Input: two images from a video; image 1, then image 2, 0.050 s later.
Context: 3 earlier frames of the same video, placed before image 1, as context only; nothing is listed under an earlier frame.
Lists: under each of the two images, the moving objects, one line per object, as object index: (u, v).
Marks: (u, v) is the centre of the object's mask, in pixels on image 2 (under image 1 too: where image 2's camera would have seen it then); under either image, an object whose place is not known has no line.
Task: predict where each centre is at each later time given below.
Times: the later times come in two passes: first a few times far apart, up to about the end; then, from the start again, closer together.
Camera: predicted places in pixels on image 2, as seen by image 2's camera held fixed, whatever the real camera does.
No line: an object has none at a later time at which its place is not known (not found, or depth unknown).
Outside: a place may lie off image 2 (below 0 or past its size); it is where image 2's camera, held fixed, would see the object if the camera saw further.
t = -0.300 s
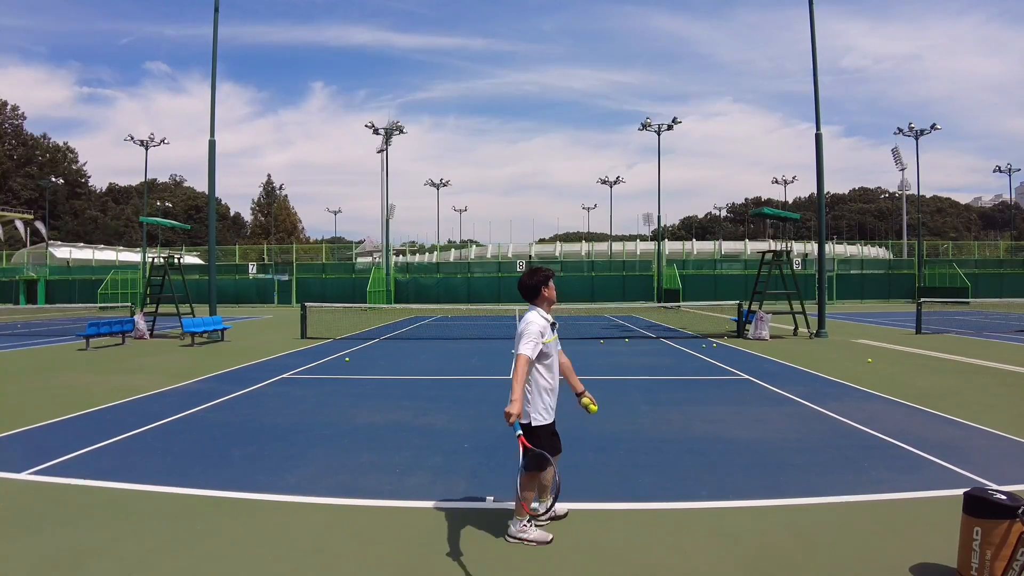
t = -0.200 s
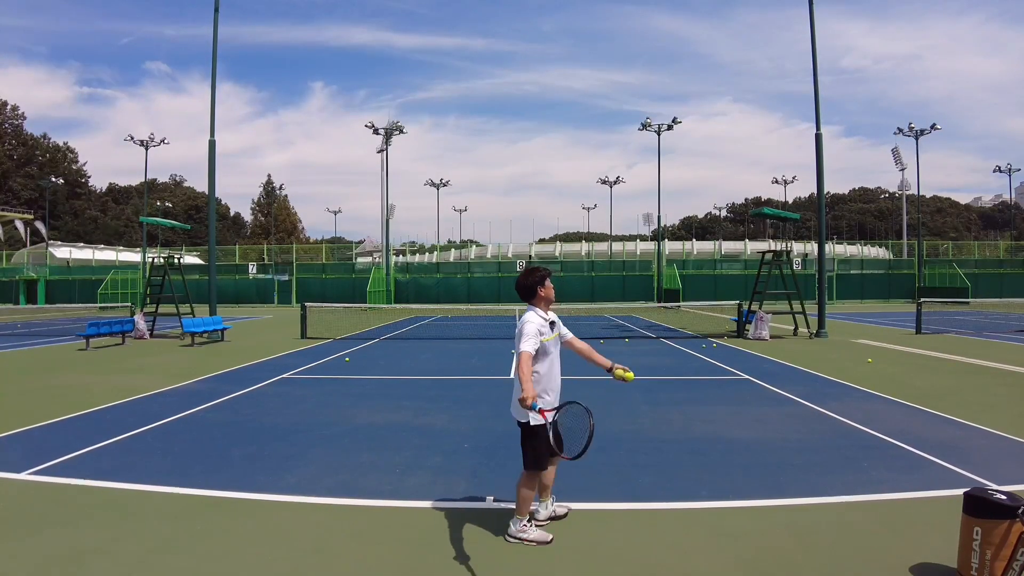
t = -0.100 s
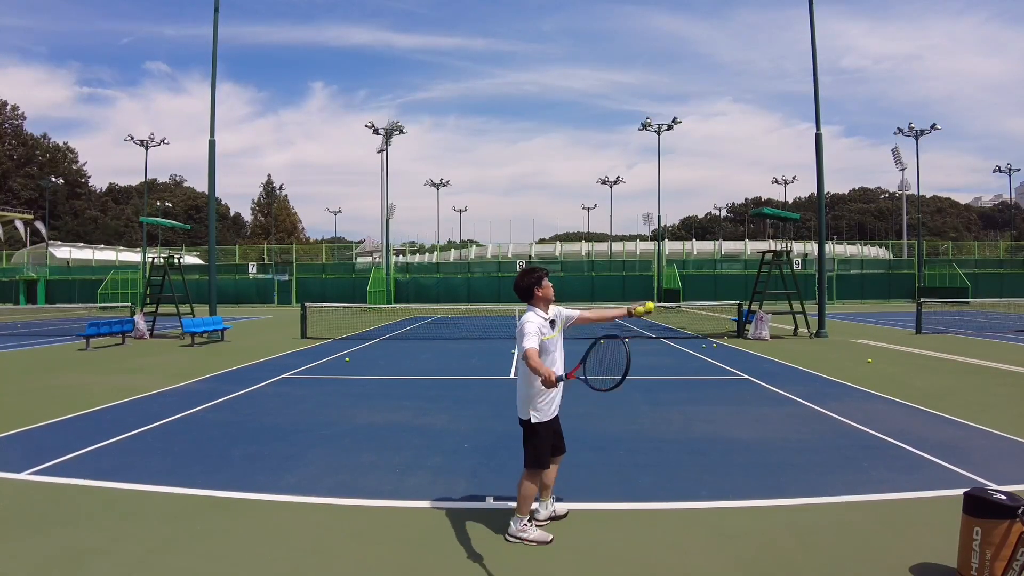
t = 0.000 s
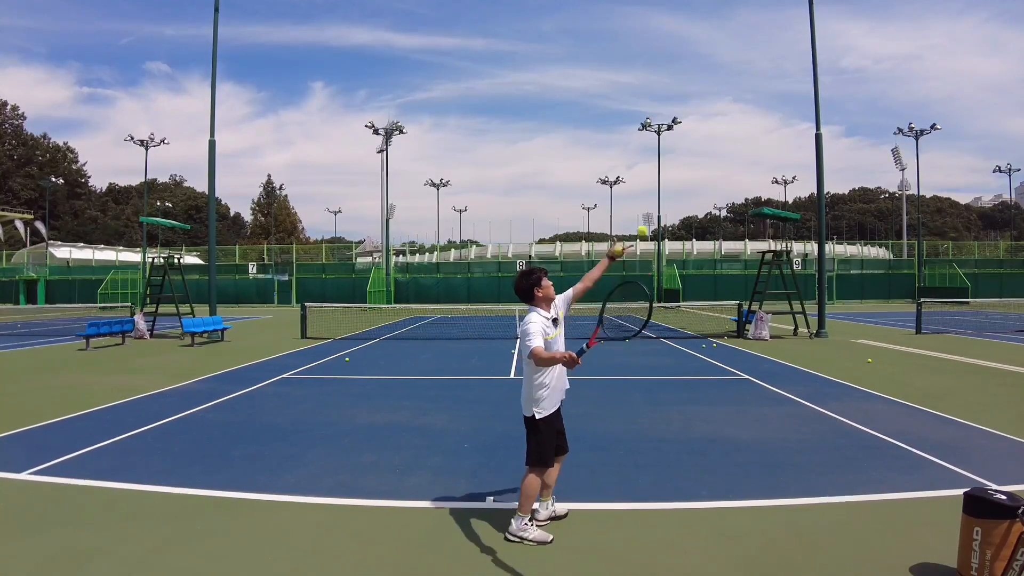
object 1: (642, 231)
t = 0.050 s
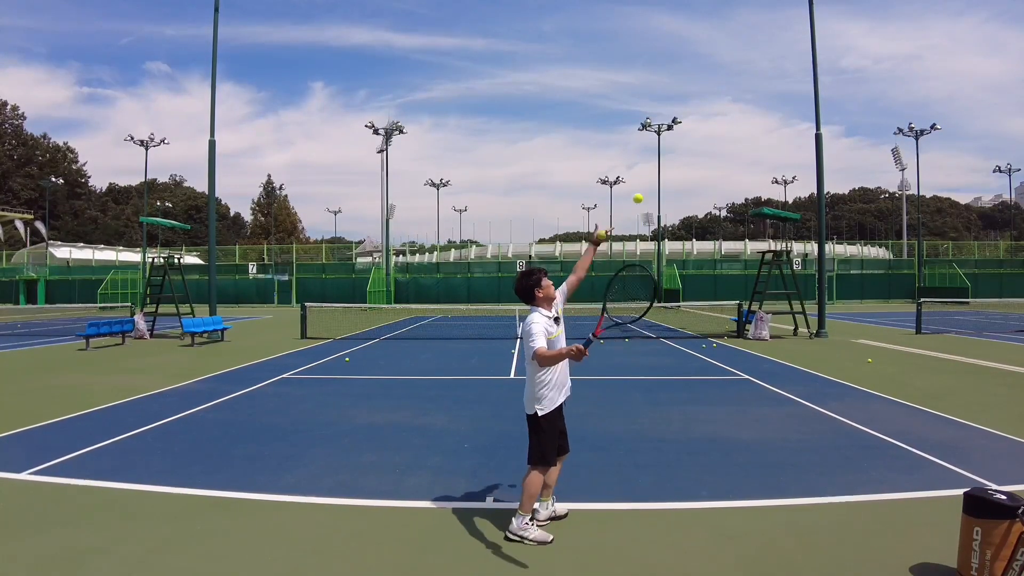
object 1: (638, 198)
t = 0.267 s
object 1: (622, 102)
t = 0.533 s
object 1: (603, 76)
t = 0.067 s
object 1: (636, 188)
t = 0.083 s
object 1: (635, 179)
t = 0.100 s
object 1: (634, 170)
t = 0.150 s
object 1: (630, 145)
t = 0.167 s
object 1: (629, 138)
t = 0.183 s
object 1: (628, 131)
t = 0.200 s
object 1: (626, 124)
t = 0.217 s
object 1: (625, 118)
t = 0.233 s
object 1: (624, 112)
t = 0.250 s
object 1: (623, 107)
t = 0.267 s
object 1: (622, 102)
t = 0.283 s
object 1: (620, 98)
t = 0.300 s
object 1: (619, 93)
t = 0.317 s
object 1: (618, 90)
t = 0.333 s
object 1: (617, 86)
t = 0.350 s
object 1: (615, 84)
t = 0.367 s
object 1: (614, 81)
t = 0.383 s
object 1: (613, 79)
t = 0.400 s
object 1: (612, 77)
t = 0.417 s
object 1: (611, 76)
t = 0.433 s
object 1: (610, 75)
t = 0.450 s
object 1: (609, 74)
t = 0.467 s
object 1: (608, 74)
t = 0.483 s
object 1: (606, 74)
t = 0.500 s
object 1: (605, 74)
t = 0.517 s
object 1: (604, 75)
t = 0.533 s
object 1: (603, 76)
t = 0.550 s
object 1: (602, 78)
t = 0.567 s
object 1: (601, 80)
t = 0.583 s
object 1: (599, 82)
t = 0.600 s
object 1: (598, 85)
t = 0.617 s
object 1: (597, 88)
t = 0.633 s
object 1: (596, 91)
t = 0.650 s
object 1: (595, 95)
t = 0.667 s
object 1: (594, 99)
